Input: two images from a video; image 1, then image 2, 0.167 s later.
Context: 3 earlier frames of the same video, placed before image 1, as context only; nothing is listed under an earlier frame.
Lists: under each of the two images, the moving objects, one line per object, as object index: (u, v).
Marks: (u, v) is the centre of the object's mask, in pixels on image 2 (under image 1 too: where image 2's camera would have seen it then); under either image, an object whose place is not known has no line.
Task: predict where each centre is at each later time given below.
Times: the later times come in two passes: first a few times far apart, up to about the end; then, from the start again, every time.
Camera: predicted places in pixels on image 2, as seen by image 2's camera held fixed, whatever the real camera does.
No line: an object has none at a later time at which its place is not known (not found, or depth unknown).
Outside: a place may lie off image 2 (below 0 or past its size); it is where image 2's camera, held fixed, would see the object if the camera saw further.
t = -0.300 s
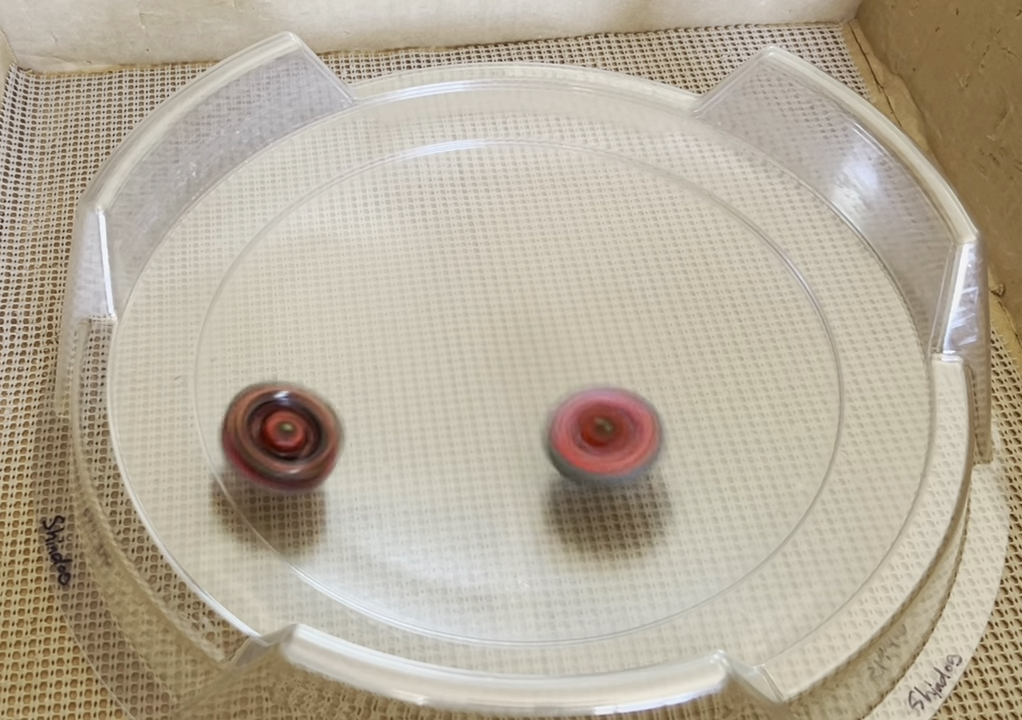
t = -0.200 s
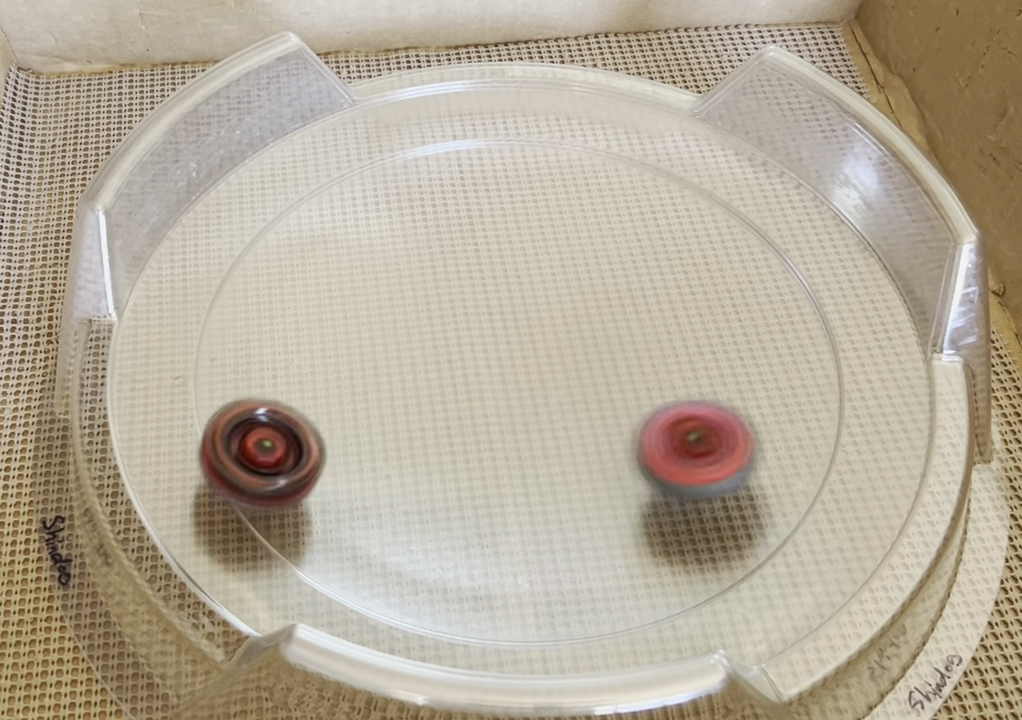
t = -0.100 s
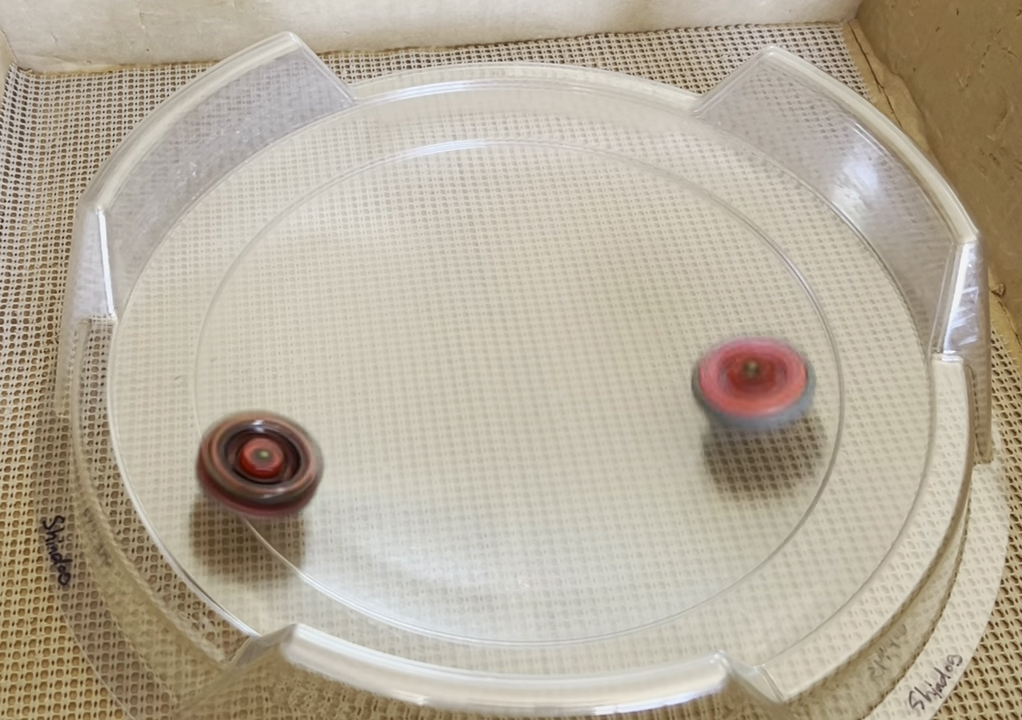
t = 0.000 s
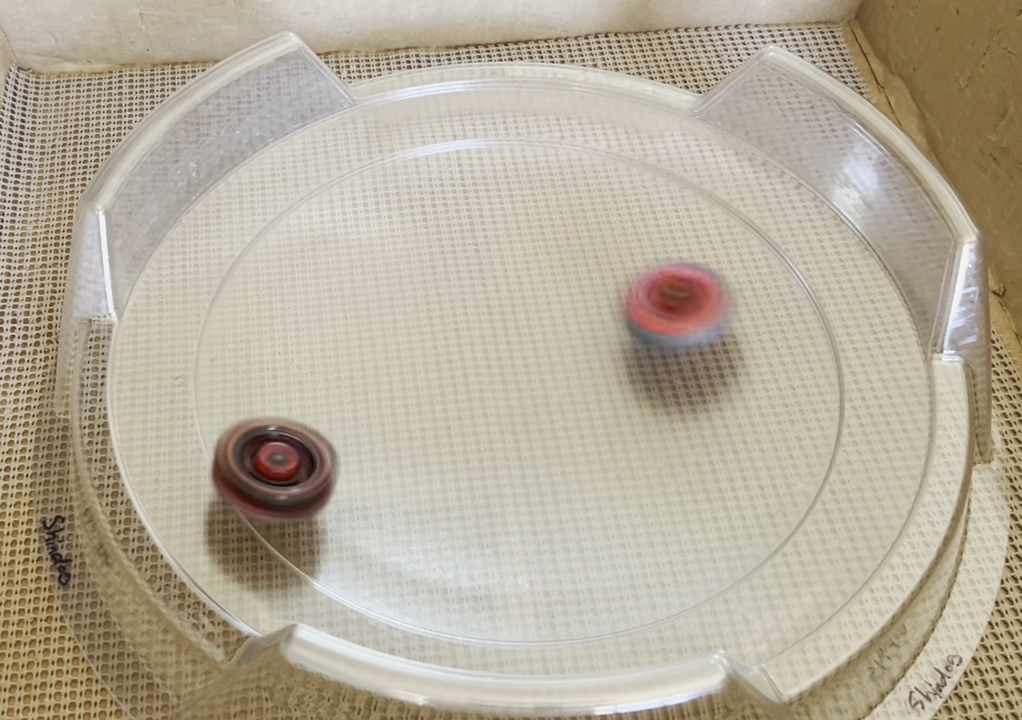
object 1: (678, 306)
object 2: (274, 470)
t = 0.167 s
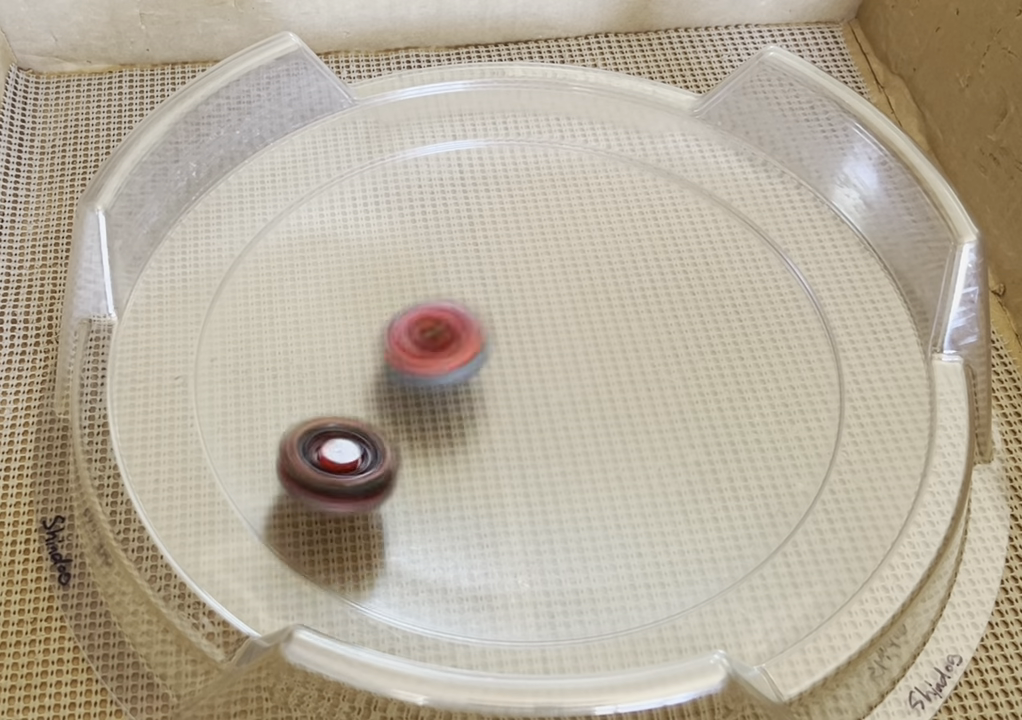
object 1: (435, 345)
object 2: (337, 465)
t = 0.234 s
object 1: (398, 394)
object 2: (348, 481)
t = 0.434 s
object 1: (523, 455)
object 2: (355, 546)
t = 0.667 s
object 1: (523, 289)
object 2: (417, 539)
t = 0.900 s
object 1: (311, 374)
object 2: (514, 482)
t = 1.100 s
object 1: (508, 511)
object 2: (626, 382)
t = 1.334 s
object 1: (679, 466)
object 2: (737, 241)
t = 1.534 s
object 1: (480, 330)
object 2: (722, 264)
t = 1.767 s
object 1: (261, 462)
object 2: (678, 295)
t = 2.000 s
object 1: (529, 506)
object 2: (568, 328)
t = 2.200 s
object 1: (580, 331)
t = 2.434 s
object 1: (416, 296)
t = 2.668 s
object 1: (488, 260)
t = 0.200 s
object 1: (404, 378)
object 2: (354, 462)
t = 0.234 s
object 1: (398, 394)
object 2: (348, 481)
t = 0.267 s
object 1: (399, 416)
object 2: (348, 496)
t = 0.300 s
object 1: (410, 432)
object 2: (346, 517)
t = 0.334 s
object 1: (432, 441)
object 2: (345, 539)
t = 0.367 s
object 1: (458, 451)
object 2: (345, 551)
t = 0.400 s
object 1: (490, 457)
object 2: (349, 552)
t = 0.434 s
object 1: (523, 455)
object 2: (355, 546)
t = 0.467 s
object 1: (552, 443)
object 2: (360, 545)
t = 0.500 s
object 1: (576, 423)
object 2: (365, 544)
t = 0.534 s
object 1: (588, 394)
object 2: (372, 545)
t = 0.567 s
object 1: (588, 364)
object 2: (381, 544)
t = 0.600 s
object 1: (577, 336)
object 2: (391, 544)
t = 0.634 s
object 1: (554, 310)
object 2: (404, 542)
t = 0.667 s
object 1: (523, 289)
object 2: (417, 539)
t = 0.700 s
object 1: (484, 275)
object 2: (432, 535)
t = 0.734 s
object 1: (443, 270)
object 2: (444, 528)
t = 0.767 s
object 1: (404, 273)
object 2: (457, 520)
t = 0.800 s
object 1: (366, 286)
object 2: (470, 511)
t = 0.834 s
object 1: (337, 308)
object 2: (485, 502)
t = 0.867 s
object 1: (317, 340)
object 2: (500, 492)
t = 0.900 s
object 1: (311, 374)
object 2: (514, 482)
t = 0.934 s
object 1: (321, 411)
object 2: (529, 472)
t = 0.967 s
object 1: (348, 444)
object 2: (543, 461)
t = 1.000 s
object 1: (389, 470)
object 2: (556, 450)
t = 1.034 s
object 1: (441, 484)
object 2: (569, 437)
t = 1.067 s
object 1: (499, 488)
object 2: (583, 425)
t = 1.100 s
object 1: (508, 511)
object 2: (626, 382)
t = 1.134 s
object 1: (515, 533)
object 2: (677, 331)
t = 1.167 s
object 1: (532, 548)
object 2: (728, 280)
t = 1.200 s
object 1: (562, 552)
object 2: (778, 233)
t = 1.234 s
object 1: (599, 544)
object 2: (807, 197)
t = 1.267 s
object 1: (637, 528)
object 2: (788, 197)
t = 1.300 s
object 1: (665, 501)
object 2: (761, 216)
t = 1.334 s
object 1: (679, 466)
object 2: (737, 241)
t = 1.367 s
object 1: (675, 429)
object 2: (720, 254)
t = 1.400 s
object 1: (662, 394)
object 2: (711, 266)
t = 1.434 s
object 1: (638, 360)
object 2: (702, 278)
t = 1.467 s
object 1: (585, 345)
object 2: (712, 269)
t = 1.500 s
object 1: (530, 334)
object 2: (718, 264)
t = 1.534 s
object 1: (480, 330)
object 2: (722, 264)
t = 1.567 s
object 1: (432, 333)
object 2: (723, 266)
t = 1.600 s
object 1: (389, 340)
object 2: (721, 269)
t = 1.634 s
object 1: (348, 354)
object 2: (717, 274)
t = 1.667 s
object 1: (313, 375)
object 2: (710, 279)
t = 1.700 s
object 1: (287, 401)
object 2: (701, 284)
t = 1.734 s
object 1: (268, 433)
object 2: (691, 289)
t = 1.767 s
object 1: (261, 462)
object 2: (678, 295)
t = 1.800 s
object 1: (267, 494)
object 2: (666, 300)
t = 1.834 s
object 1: (304, 518)
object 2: (650, 305)
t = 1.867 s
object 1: (357, 542)
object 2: (635, 310)
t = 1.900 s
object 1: (407, 551)
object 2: (619, 315)
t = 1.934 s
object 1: (454, 547)
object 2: (603, 319)
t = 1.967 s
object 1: (496, 531)
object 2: (587, 324)
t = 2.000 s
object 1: (529, 506)
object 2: (568, 328)
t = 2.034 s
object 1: (551, 471)
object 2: (549, 331)
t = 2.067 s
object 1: (560, 432)
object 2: (528, 334)
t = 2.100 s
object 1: (561, 392)
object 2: (500, 328)
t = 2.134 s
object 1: (573, 358)
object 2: (468, 332)
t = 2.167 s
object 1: (580, 343)
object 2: (439, 335)
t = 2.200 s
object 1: (580, 331)
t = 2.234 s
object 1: (567, 301)
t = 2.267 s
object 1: (553, 288)
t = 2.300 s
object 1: (529, 276)
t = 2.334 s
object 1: (499, 271)
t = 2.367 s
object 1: (465, 273)
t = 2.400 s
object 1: (436, 282)
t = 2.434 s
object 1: (416, 296)
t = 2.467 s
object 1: (444, 285)
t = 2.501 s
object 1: (467, 276)
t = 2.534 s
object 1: (481, 270)
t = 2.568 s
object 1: (490, 264)
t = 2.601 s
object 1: (492, 257)
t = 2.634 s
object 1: (490, 256)
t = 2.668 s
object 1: (488, 260)
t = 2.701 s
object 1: (487, 265)
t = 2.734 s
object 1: (488, 275)
